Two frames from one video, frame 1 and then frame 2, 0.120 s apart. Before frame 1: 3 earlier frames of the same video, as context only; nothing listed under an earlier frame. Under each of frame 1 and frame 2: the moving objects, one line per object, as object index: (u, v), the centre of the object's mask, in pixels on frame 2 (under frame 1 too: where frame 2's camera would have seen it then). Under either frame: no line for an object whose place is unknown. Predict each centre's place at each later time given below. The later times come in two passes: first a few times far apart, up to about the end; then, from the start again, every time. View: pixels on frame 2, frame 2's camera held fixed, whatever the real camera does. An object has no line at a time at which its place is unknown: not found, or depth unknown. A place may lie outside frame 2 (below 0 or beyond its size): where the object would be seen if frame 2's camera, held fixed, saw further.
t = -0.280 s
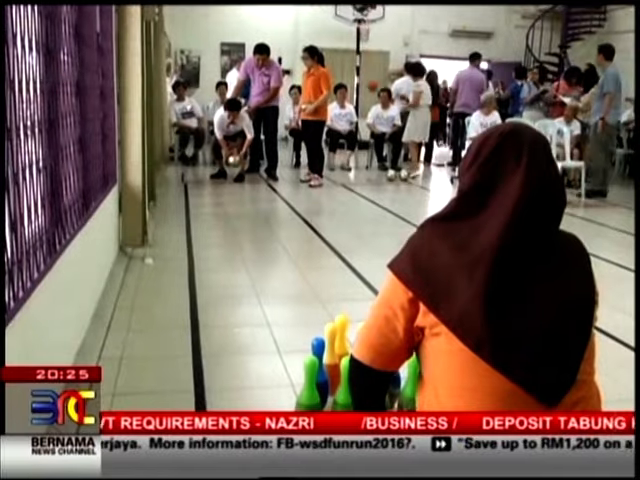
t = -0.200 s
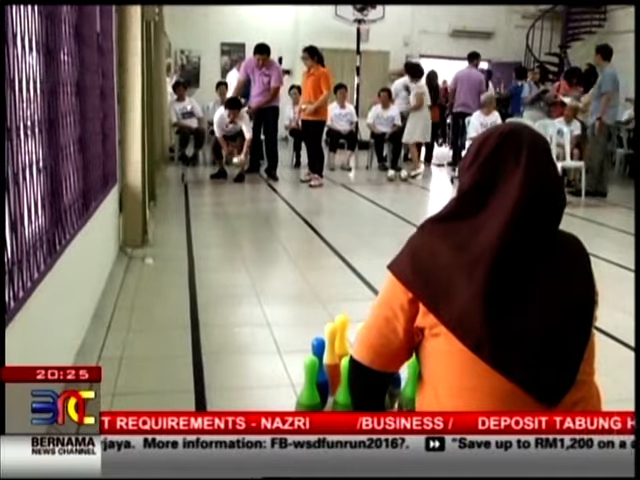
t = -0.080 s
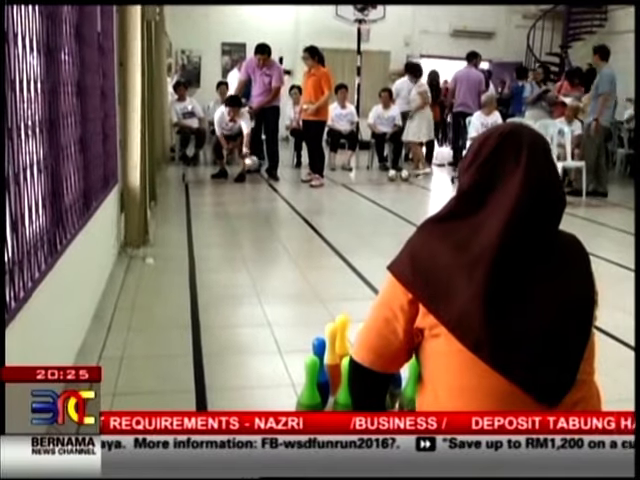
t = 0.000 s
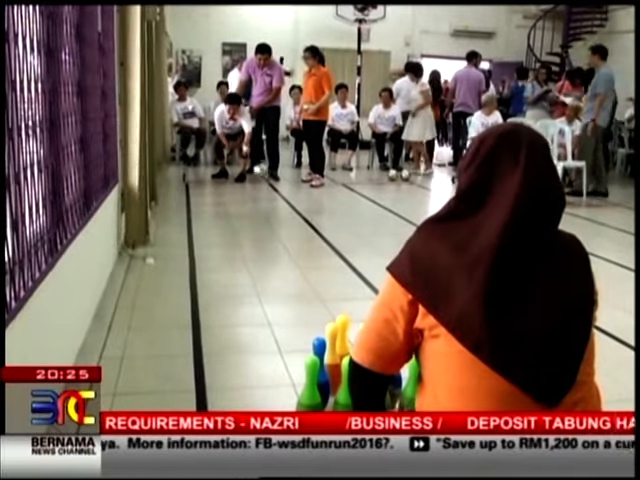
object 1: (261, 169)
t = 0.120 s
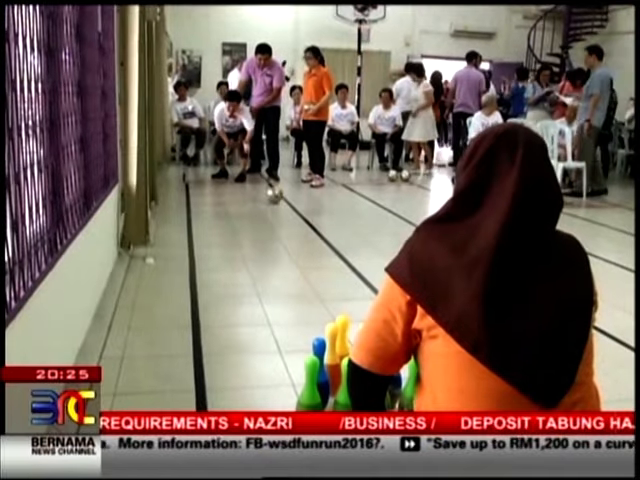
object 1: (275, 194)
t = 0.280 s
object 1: (281, 182)
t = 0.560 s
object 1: (293, 203)
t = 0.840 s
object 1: (303, 224)
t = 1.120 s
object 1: (315, 241)
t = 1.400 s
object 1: (330, 258)
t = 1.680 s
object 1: (347, 279)
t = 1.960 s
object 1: (366, 314)
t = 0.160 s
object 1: (276, 189)
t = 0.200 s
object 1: (278, 185)
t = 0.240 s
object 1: (279, 184)
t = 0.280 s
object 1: (281, 182)
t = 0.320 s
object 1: (282, 183)
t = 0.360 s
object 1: (284, 186)
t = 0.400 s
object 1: (286, 191)
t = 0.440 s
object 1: (287, 198)
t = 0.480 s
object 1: (289, 208)
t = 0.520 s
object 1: (291, 206)
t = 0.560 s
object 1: (293, 203)
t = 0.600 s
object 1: (294, 201)
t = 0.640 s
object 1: (296, 201)
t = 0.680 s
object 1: (297, 203)
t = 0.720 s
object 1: (298, 206)
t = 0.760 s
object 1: (300, 212)
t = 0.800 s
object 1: (302, 221)
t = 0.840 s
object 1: (303, 224)
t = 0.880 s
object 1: (305, 220)
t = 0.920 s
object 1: (307, 218)
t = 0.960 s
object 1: (309, 218)
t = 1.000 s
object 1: (310, 221)
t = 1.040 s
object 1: (312, 226)
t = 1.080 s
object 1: (313, 235)
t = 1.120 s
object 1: (315, 241)
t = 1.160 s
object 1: (317, 238)
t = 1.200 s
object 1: (319, 236)
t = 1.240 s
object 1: (321, 237)
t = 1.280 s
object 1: (323, 240)
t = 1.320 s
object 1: (326, 247)
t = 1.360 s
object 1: (327, 257)
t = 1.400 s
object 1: (330, 258)
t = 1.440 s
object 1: (332, 257)
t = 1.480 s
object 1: (335, 257)
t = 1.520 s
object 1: (337, 260)
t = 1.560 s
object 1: (340, 267)
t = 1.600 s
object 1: (342, 278)
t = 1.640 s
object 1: (344, 278)
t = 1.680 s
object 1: (347, 279)
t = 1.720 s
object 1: (349, 282)
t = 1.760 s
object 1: (351, 288)
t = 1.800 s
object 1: (354, 298)
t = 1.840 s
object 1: (357, 300)
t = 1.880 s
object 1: (361, 303)
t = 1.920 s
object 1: (364, 308)
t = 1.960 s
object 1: (366, 314)
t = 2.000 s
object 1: (368, 315)
